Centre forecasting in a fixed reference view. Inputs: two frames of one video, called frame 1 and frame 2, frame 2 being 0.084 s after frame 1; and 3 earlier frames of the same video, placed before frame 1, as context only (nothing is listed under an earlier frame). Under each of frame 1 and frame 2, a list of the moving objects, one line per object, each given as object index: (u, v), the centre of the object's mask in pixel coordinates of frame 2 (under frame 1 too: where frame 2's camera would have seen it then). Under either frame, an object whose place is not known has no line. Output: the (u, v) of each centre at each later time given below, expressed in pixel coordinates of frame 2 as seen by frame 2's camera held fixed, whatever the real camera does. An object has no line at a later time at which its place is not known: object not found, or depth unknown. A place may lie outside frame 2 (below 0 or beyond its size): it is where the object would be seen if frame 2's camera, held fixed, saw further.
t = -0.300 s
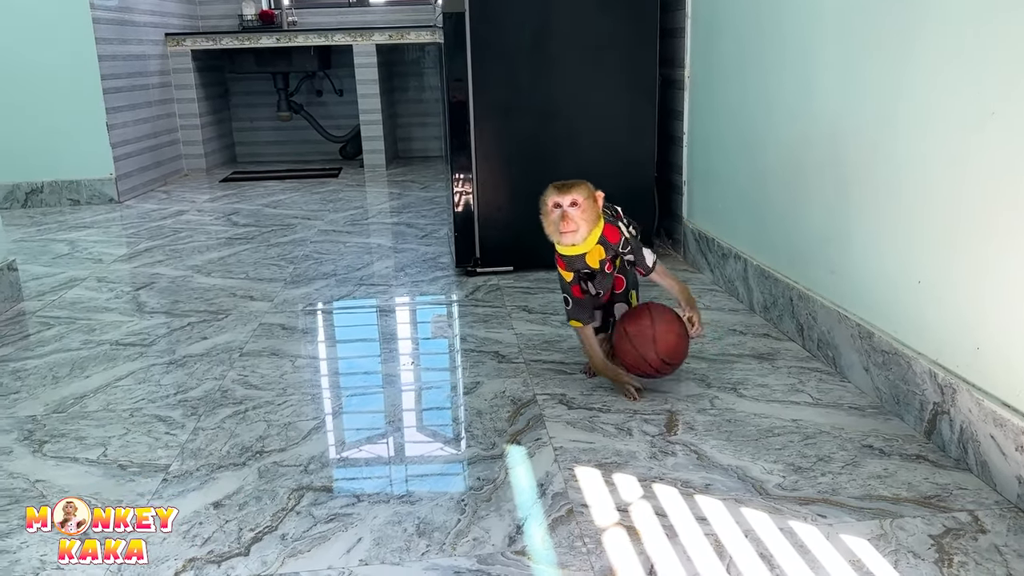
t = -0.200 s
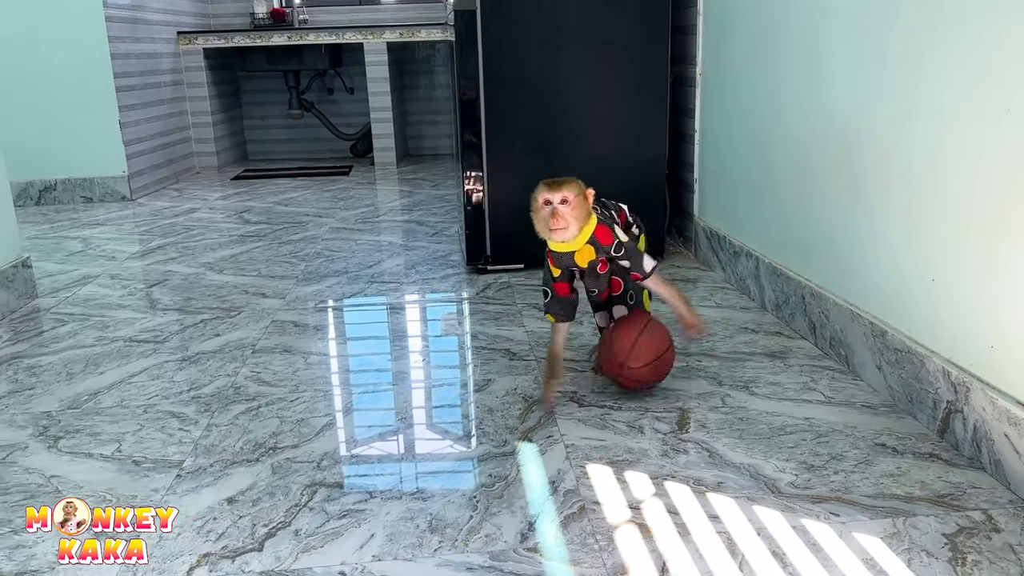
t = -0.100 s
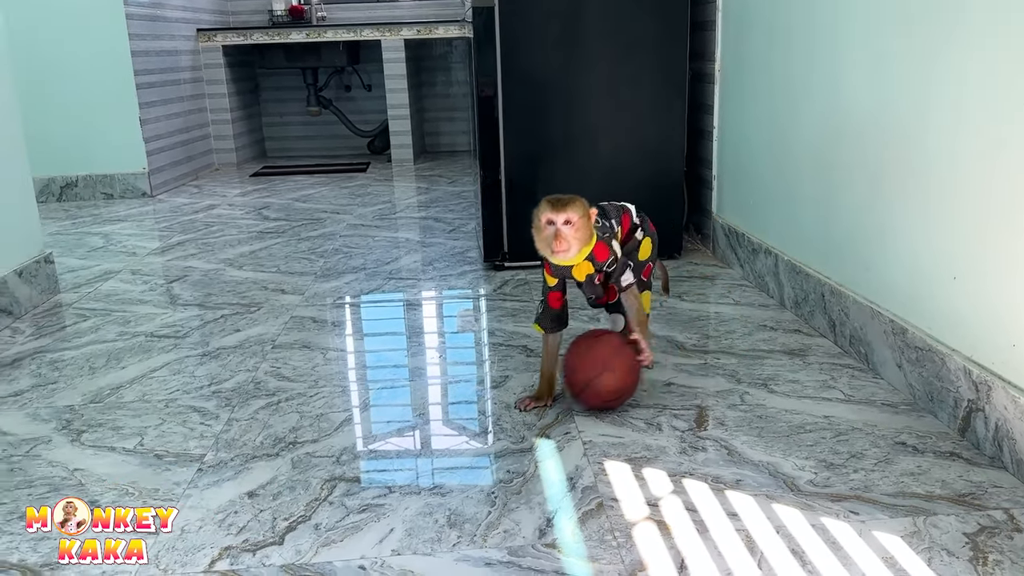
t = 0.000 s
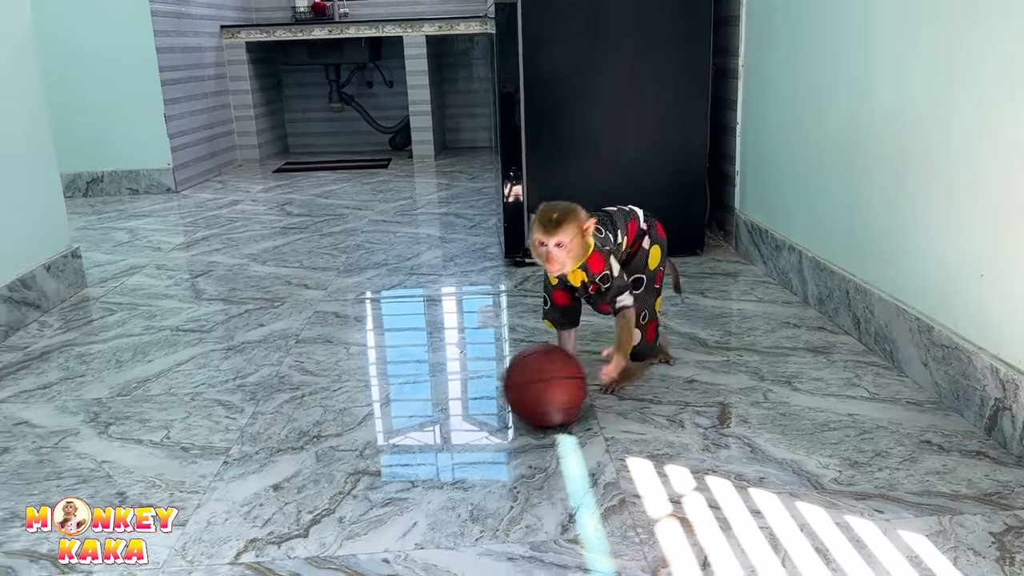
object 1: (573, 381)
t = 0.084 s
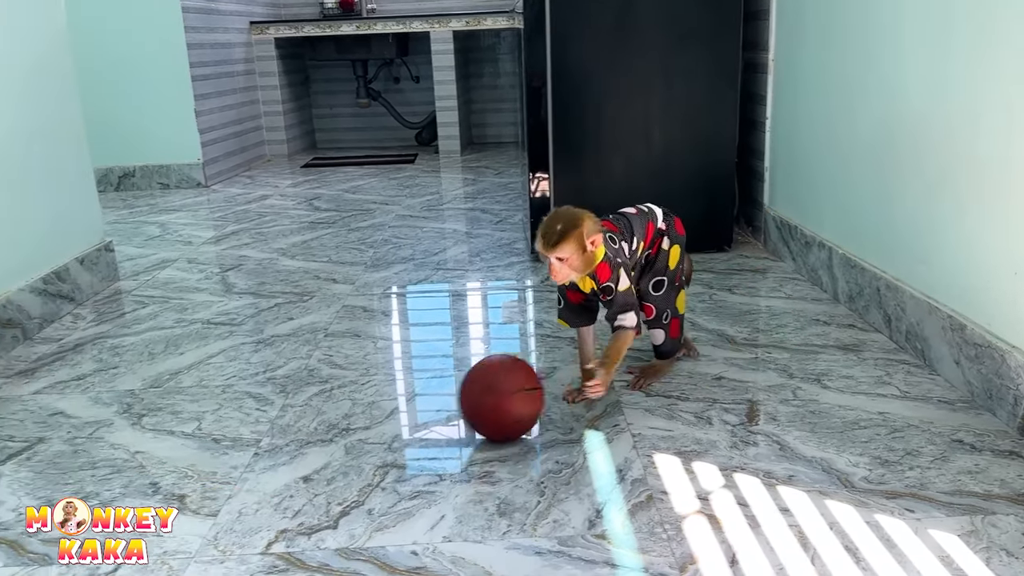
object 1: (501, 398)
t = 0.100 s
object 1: (487, 401)
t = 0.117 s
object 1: (472, 405)
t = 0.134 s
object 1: (456, 408)
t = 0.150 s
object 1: (441, 412)
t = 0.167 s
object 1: (426, 414)
